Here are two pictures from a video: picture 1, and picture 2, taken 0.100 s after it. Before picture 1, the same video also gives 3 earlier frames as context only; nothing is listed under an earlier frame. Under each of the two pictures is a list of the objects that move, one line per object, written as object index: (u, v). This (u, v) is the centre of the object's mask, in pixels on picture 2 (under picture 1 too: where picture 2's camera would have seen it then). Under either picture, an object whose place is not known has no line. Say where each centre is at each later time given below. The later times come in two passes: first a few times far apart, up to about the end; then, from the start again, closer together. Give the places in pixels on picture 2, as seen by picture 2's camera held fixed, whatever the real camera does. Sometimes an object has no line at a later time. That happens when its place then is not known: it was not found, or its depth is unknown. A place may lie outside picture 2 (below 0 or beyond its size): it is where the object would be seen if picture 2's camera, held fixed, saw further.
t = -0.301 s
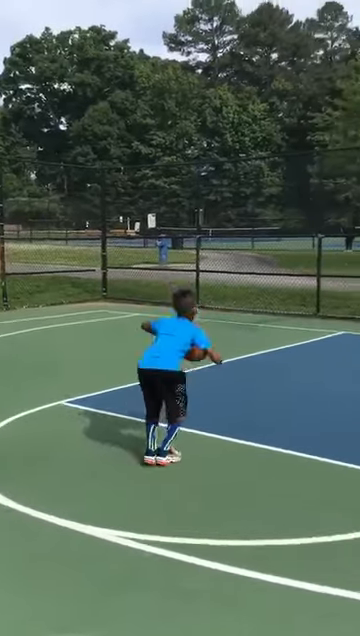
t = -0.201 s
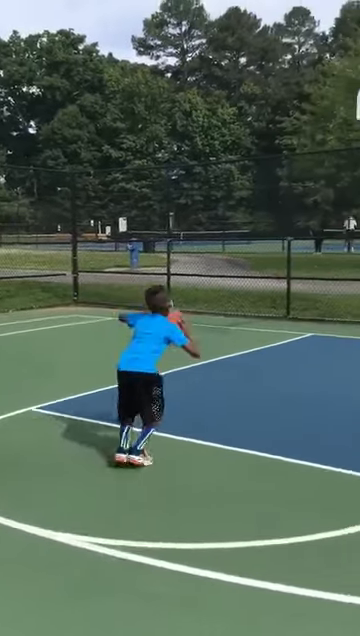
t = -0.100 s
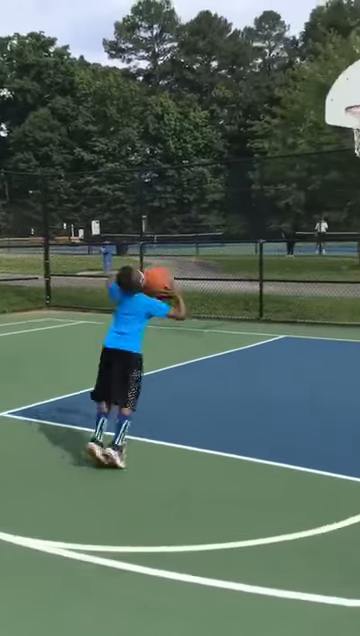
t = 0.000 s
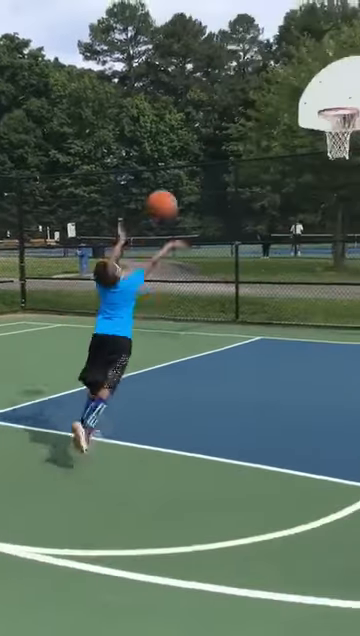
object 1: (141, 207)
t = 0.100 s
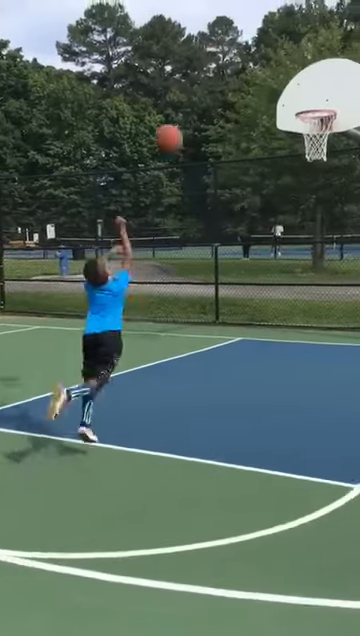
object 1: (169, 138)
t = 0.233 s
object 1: (201, 75)
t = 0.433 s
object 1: (241, 35)
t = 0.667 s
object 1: (279, 42)
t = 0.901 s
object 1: (310, 95)
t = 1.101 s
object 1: (315, 127)
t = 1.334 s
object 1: (313, 138)
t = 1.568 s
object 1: (317, 182)
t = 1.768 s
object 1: (318, 251)
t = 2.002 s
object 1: (320, 353)
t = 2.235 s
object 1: (314, 265)
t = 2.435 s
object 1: (311, 221)
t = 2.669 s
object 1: (309, 209)
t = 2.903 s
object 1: (304, 244)
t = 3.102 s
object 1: (299, 312)
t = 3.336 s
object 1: (299, 324)
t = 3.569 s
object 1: (301, 266)
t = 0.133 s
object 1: (178, 119)
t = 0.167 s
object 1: (185, 102)
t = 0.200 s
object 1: (194, 88)
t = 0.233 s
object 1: (201, 75)
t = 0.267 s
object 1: (205, 65)
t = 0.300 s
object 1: (215, 56)
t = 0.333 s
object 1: (221, 49)
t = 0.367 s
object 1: (228, 43)
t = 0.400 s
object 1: (234, 37)
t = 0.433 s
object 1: (241, 35)
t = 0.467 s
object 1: (247, 32)
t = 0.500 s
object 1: (253, 31)
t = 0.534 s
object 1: (258, 31)
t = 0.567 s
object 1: (264, 33)
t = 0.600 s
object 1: (269, 34)
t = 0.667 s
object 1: (279, 42)
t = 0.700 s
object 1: (285, 46)
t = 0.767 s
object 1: (295, 58)
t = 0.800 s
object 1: (299, 68)
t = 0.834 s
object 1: (302, 76)
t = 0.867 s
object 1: (306, 85)
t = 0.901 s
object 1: (310, 95)
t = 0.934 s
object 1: (314, 104)
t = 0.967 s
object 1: (317, 115)
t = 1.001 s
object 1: (315, 116)
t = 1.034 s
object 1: (312, 119)
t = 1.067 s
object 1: (313, 125)
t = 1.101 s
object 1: (315, 127)
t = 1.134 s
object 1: (314, 130)
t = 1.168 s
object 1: (314, 131)
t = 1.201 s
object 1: (313, 133)
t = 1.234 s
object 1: (314, 135)
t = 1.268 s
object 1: (314, 134)
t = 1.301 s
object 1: (315, 136)
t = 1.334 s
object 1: (313, 138)
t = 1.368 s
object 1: (312, 139)
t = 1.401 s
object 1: (312, 141)
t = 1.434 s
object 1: (320, 158)
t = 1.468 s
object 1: (319, 161)
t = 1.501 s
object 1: (316, 169)
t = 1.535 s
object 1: (317, 173)
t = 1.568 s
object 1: (317, 182)
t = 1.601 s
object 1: (317, 191)
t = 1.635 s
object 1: (317, 201)
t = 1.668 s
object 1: (317, 212)
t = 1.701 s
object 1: (317, 224)
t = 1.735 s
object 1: (319, 237)
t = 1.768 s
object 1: (318, 251)
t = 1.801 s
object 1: (319, 264)
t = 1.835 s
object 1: (319, 280)
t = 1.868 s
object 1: (318, 295)
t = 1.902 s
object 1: (319, 313)
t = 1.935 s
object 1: (320, 329)
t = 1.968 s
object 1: (320, 348)
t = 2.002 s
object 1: (320, 353)
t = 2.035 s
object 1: (319, 339)
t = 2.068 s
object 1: (318, 325)
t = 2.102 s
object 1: (317, 312)
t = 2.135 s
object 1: (315, 298)
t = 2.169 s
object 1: (316, 286)
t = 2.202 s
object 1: (316, 275)
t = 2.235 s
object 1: (314, 265)
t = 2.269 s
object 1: (316, 254)
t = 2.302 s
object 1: (314, 247)
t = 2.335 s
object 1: (313, 238)
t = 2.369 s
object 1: (312, 231)
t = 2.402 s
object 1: (311, 227)
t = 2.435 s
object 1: (311, 221)
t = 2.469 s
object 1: (311, 217)
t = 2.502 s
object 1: (311, 211)
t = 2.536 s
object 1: (310, 209)
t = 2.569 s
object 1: (310, 209)
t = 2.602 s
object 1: (310, 208)
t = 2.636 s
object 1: (309, 208)
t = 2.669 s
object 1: (309, 209)
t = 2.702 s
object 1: (308, 211)
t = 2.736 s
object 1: (307, 214)
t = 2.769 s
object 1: (306, 219)
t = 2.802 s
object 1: (305, 223)
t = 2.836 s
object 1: (305, 229)
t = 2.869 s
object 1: (304, 237)
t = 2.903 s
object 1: (304, 244)
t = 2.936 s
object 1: (303, 254)
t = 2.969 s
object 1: (303, 264)
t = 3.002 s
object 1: (301, 274)
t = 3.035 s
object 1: (301, 285)
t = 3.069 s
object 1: (301, 299)
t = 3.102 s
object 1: (299, 312)
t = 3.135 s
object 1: (299, 326)
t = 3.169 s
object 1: (298, 343)
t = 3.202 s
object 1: (298, 358)
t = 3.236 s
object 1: (298, 362)
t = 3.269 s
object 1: (298, 349)
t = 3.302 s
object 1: (298, 336)
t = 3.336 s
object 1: (299, 324)
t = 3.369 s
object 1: (299, 313)
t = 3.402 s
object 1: (300, 303)
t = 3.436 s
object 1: (299, 294)
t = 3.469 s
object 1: (300, 285)
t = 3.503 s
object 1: (301, 278)
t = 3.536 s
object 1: (301, 272)
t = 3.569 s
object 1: (301, 266)
